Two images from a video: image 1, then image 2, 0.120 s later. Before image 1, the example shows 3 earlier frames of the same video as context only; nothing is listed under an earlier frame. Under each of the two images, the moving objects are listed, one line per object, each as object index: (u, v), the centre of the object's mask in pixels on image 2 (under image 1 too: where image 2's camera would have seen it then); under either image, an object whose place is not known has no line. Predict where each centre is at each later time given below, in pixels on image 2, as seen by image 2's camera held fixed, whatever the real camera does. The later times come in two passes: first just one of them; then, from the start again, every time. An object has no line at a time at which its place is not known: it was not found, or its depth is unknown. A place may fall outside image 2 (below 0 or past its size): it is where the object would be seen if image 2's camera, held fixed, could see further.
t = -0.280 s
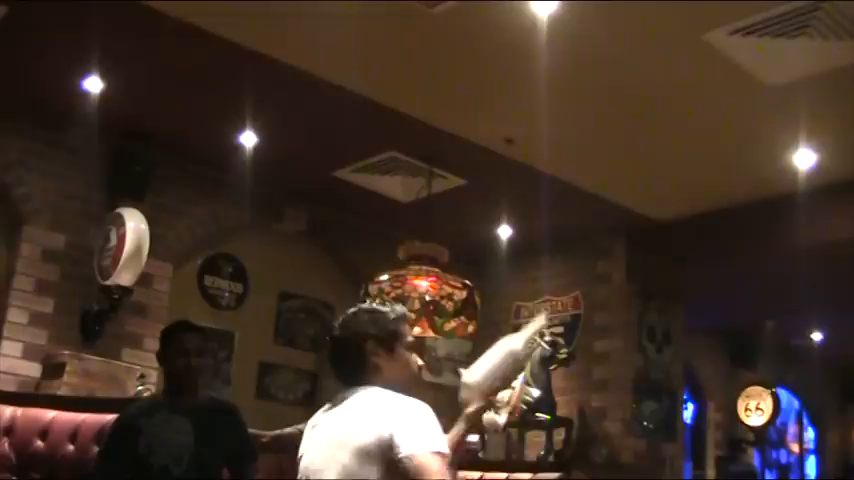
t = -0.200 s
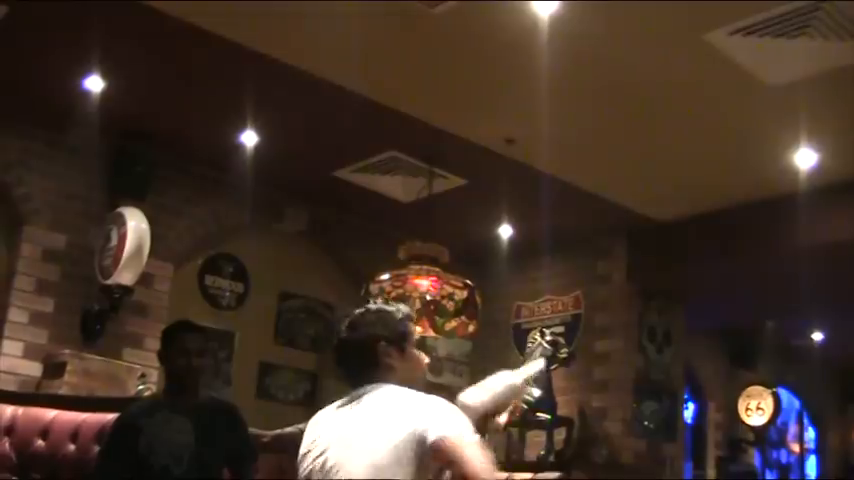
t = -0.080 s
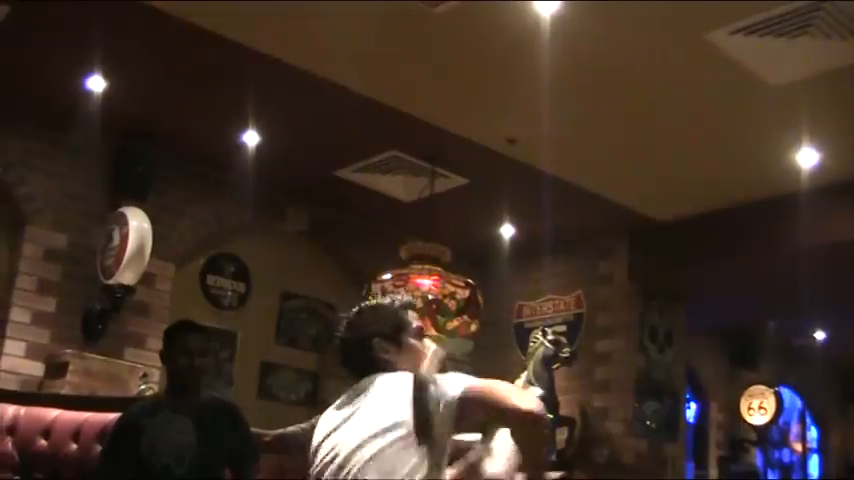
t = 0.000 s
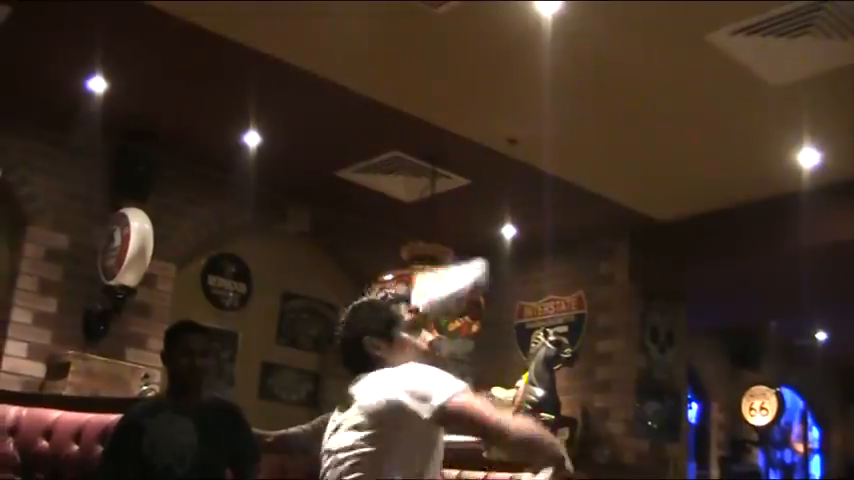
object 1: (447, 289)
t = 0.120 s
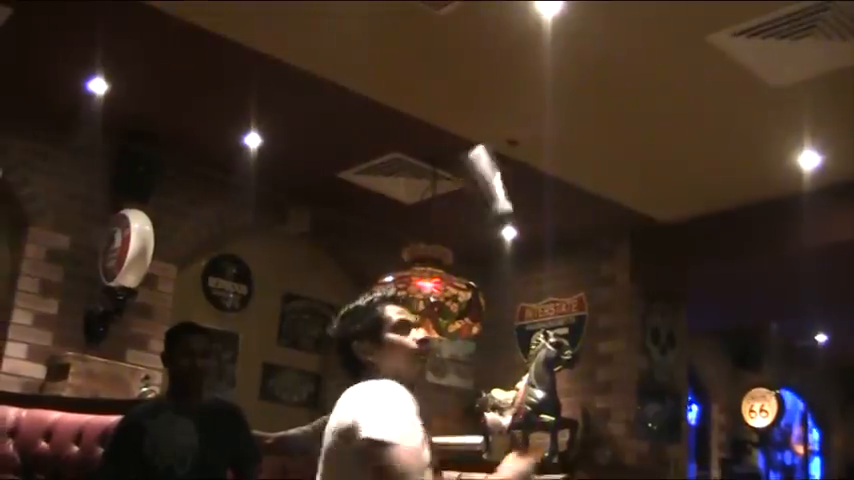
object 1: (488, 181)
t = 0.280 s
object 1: (532, 176)
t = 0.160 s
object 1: (500, 164)
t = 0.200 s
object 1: (511, 162)
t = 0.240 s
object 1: (527, 168)
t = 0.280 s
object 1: (532, 176)
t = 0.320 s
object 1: (536, 181)
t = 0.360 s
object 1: (534, 194)
